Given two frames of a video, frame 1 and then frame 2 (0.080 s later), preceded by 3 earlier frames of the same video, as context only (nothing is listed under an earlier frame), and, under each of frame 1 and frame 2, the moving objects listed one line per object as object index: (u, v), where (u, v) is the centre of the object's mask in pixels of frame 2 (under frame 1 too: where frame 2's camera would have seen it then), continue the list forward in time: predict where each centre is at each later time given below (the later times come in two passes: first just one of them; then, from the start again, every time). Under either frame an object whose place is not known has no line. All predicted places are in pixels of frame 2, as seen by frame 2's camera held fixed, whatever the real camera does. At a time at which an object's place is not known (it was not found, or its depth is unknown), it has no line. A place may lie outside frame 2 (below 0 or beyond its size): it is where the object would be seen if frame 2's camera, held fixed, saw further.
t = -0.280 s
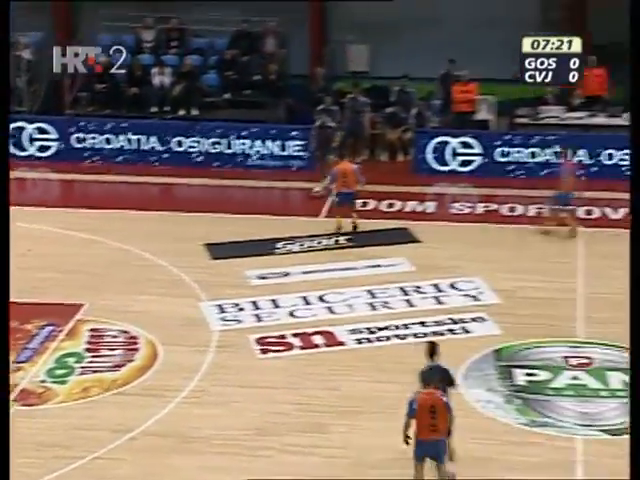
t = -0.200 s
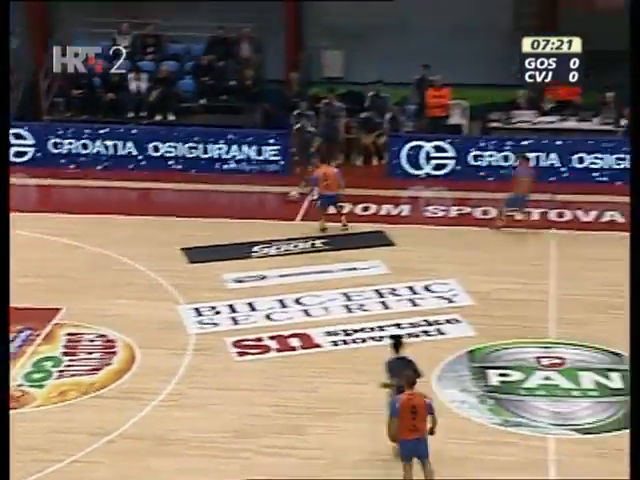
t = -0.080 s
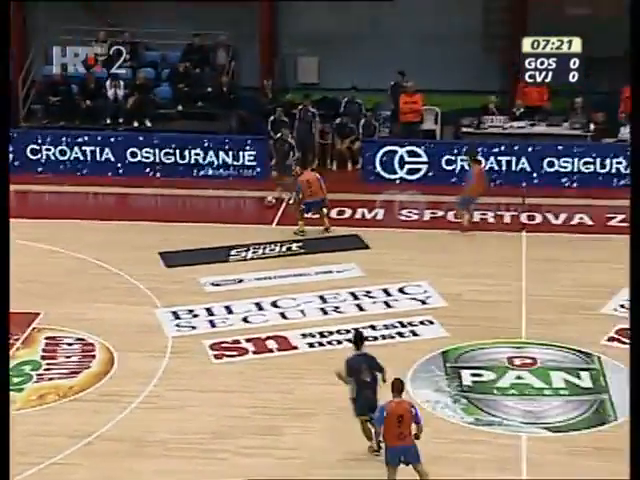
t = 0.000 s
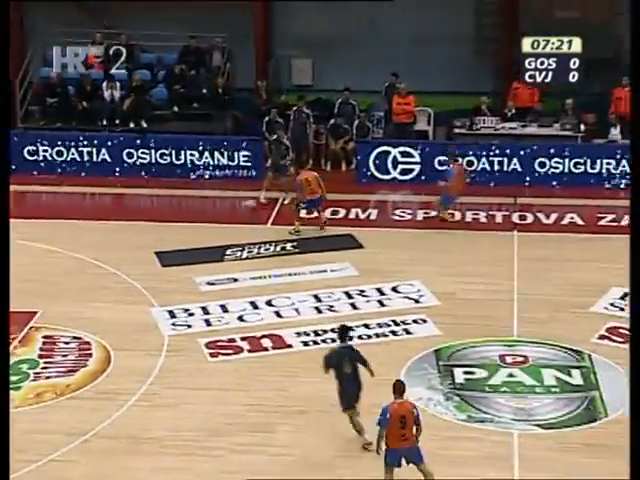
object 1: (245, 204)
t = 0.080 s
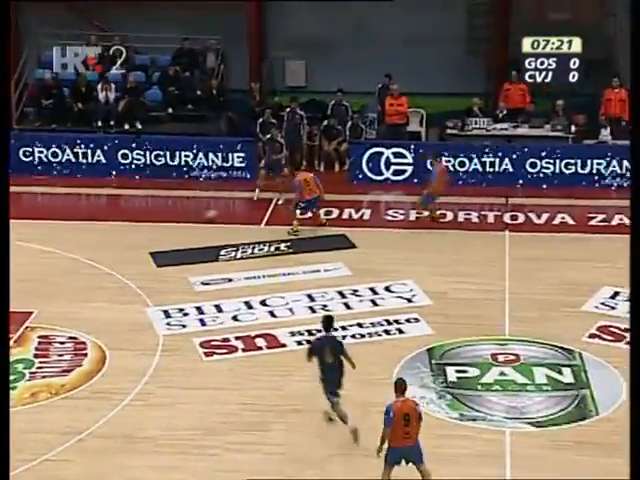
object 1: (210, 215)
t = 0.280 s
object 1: (130, 239)
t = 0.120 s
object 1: (193, 220)
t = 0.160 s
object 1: (179, 223)
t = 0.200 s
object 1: (162, 229)
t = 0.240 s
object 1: (145, 235)
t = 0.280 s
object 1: (130, 239)
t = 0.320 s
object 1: (116, 241)
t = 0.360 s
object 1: (100, 246)
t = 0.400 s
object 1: (85, 250)
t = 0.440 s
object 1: (72, 253)
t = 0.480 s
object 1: (58, 256)
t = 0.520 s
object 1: (44, 260)
